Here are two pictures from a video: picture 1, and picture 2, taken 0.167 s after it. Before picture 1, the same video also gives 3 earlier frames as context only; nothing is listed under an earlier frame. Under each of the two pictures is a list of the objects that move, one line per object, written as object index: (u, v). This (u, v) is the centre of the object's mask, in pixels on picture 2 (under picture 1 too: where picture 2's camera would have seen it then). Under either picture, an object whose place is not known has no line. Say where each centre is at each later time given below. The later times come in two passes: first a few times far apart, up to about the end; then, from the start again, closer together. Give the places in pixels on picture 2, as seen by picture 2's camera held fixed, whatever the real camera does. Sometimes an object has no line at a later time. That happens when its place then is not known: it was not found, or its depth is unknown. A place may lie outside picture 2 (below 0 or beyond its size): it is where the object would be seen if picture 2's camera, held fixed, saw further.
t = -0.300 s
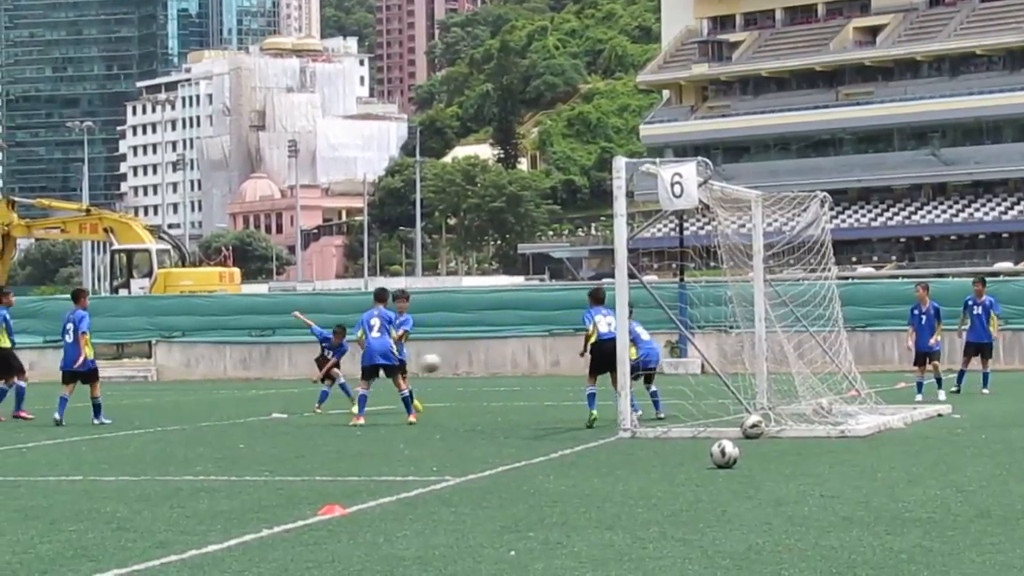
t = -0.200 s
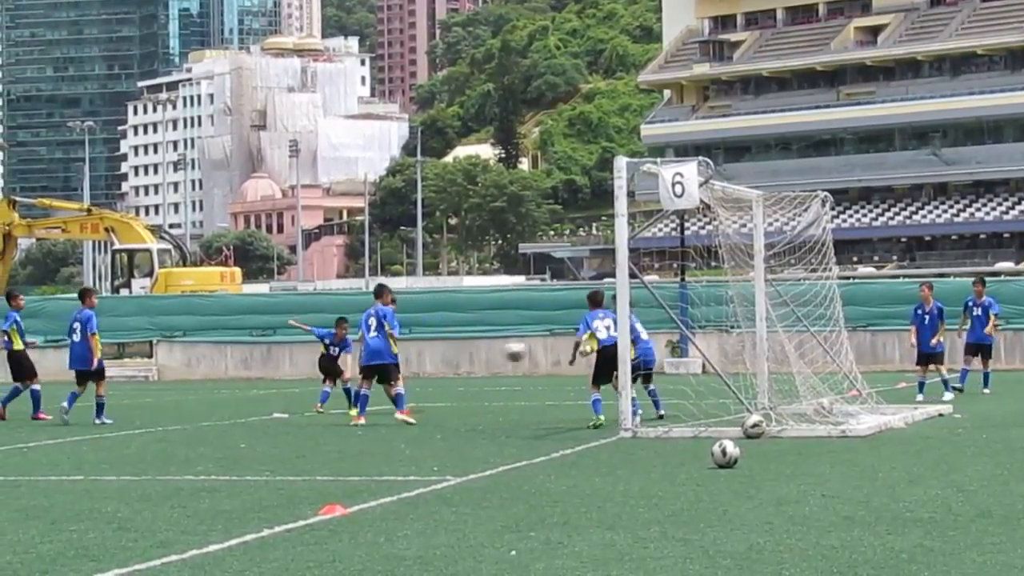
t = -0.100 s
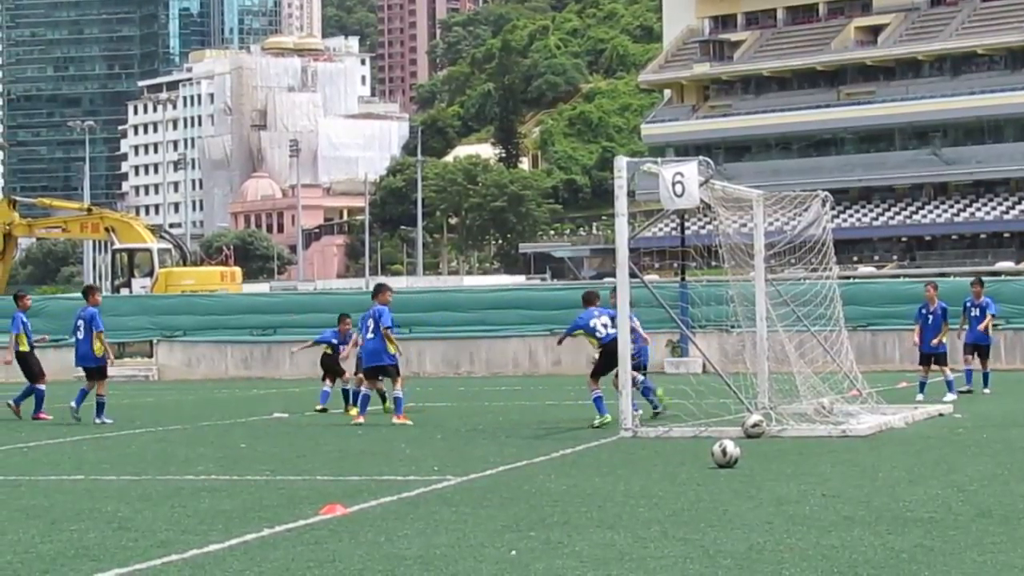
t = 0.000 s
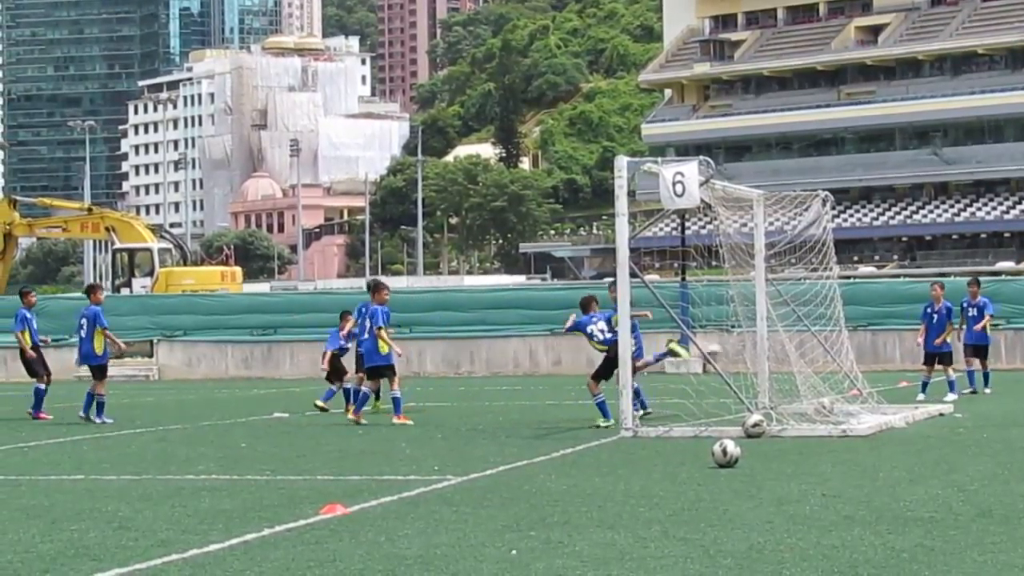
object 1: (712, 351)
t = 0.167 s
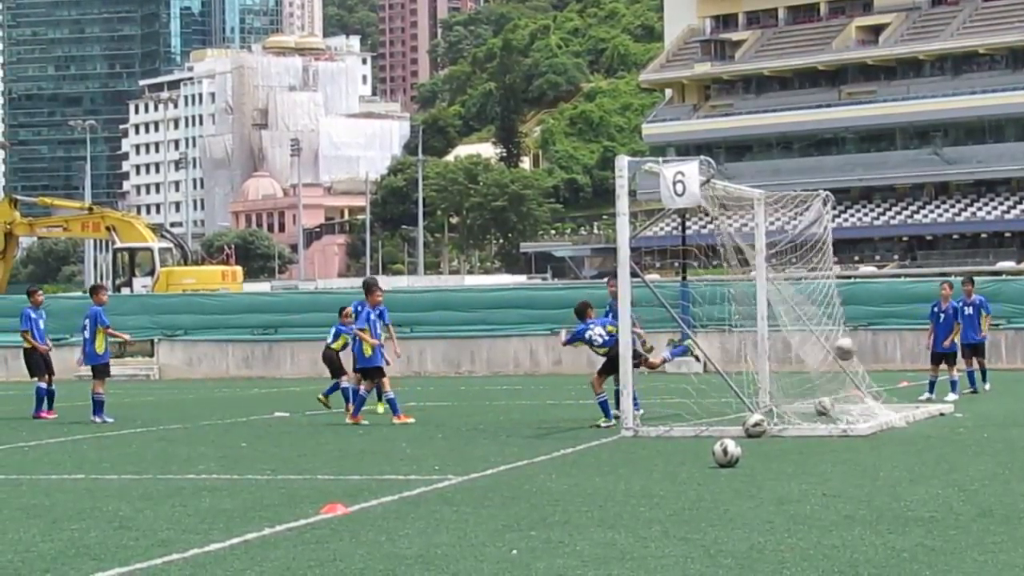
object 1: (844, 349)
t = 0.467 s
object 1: (905, 403)
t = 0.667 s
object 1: (890, 397)
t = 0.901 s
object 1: (863, 411)
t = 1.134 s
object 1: (863, 412)
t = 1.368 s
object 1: (862, 414)
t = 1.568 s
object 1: (861, 415)
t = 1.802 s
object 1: (862, 415)
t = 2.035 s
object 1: (862, 414)
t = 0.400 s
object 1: (904, 380)
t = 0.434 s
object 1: (906, 390)
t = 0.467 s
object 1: (905, 403)
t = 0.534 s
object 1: (902, 417)
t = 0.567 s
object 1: (901, 403)
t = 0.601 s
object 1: (897, 400)
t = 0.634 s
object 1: (893, 398)
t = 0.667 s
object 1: (890, 397)
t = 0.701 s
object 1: (885, 397)
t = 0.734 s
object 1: (882, 399)
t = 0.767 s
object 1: (877, 402)
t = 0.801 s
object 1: (873, 404)
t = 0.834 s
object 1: (870, 406)
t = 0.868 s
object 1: (864, 412)
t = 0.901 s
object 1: (863, 411)
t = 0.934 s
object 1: (862, 410)
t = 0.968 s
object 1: (860, 411)
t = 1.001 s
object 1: (861, 411)
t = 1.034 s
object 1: (863, 412)
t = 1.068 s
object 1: (862, 412)
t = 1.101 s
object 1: (861, 413)
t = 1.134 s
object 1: (863, 412)
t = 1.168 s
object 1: (862, 413)
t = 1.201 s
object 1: (863, 413)
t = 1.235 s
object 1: (863, 414)
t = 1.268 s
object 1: (862, 414)
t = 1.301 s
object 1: (861, 414)
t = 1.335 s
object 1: (862, 415)
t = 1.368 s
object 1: (862, 414)
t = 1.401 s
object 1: (861, 415)
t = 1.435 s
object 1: (861, 414)
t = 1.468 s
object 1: (861, 414)
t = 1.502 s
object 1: (861, 415)
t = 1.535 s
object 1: (861, 415)
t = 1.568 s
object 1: (861, 415)
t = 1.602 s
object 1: (862, 415)
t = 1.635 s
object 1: (862, 415)
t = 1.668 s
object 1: (862, 415)
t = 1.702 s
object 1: (862, 415)
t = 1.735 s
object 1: (862, 415)
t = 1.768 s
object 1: (862, 415)
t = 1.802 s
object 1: (862, 415)
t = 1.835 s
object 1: (862, 415)
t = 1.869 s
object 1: (863, 415)
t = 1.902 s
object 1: (863, 415)
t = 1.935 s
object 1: (863, 416)
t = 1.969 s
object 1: (863, 415)
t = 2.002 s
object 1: (863, 415)
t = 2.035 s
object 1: (862, 414)
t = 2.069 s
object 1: (861, 414)
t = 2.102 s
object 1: (861, 412)
